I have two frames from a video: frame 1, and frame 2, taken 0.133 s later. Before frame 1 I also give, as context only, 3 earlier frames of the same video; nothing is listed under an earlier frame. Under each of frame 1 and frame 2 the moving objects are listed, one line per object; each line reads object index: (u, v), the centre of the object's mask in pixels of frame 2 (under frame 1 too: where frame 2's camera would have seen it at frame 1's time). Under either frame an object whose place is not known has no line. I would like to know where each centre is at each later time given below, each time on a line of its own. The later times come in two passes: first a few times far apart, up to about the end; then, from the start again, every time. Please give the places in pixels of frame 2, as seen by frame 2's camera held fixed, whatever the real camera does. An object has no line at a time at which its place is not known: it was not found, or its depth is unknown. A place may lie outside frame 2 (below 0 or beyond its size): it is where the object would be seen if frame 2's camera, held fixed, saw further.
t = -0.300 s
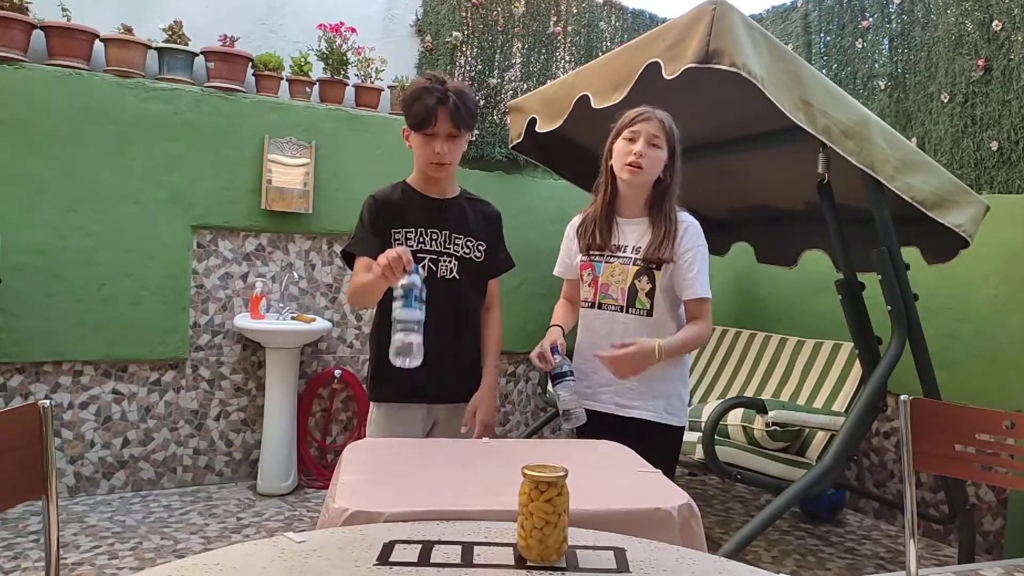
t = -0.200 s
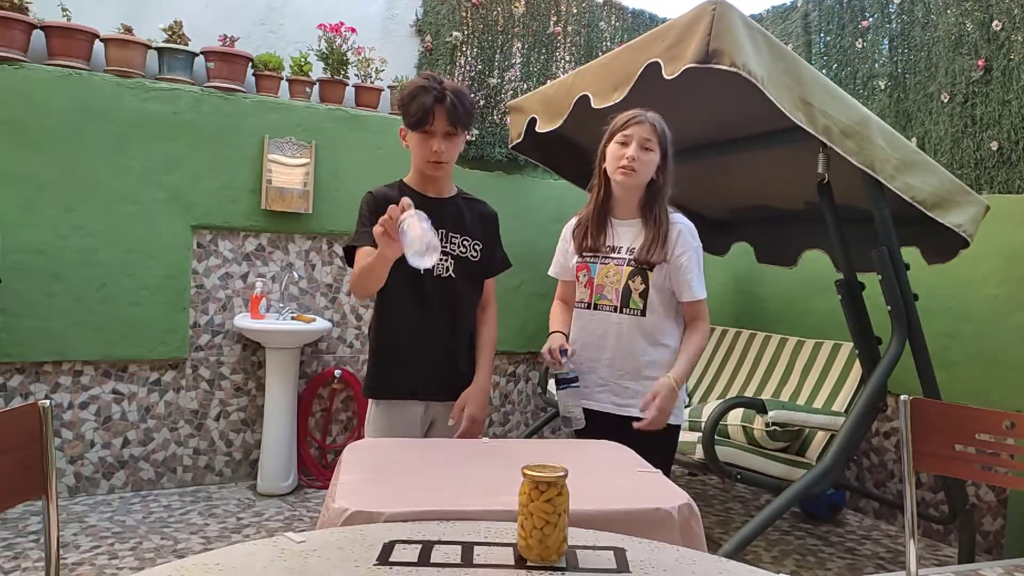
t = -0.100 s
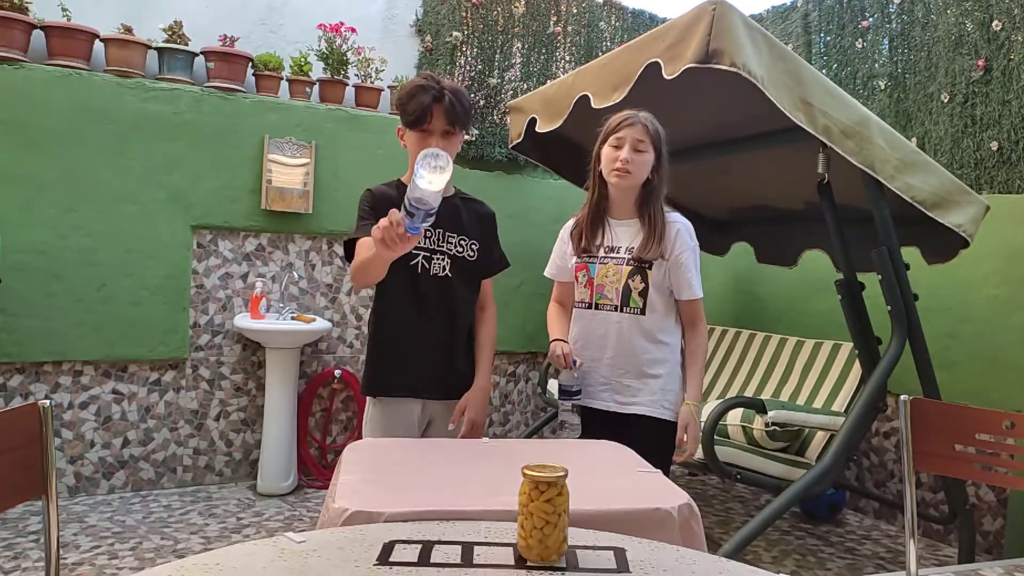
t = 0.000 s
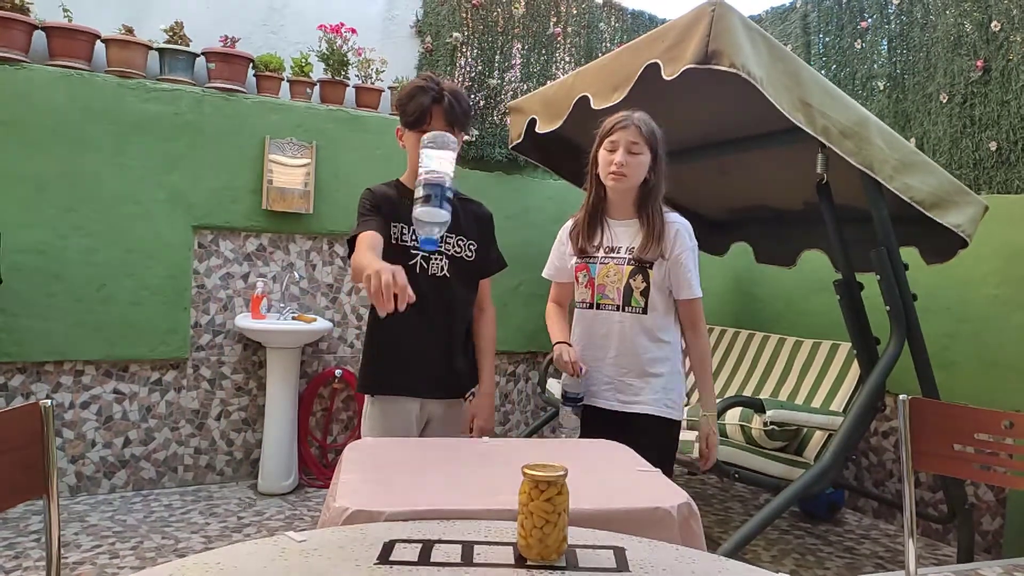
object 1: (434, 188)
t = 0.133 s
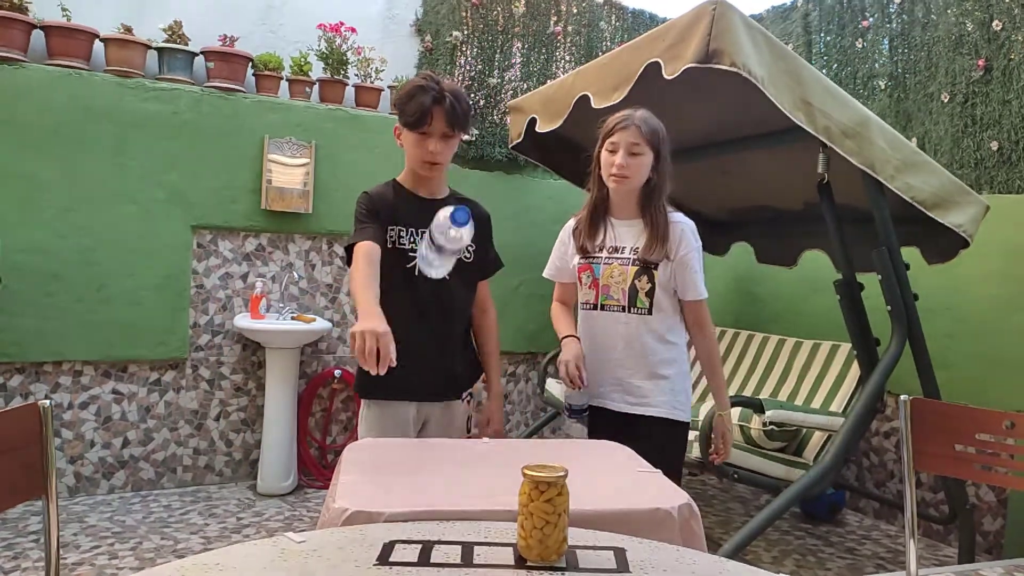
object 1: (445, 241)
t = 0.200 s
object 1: (444, 320)
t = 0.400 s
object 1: (447, 458)
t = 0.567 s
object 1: (456, 515)
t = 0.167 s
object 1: (445, 276)
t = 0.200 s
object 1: (444, 320)
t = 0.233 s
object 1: (442, 375)
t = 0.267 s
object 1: (440, 436)
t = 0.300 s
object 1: (442, 450)
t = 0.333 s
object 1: (443, 451)
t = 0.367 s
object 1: (444, 453)
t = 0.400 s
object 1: (447, 458)
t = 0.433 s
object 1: (450, 465)
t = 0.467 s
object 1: (452, 476)
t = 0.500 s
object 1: (454, 493)
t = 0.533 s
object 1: (458, 516)
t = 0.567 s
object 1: (456, 515)
